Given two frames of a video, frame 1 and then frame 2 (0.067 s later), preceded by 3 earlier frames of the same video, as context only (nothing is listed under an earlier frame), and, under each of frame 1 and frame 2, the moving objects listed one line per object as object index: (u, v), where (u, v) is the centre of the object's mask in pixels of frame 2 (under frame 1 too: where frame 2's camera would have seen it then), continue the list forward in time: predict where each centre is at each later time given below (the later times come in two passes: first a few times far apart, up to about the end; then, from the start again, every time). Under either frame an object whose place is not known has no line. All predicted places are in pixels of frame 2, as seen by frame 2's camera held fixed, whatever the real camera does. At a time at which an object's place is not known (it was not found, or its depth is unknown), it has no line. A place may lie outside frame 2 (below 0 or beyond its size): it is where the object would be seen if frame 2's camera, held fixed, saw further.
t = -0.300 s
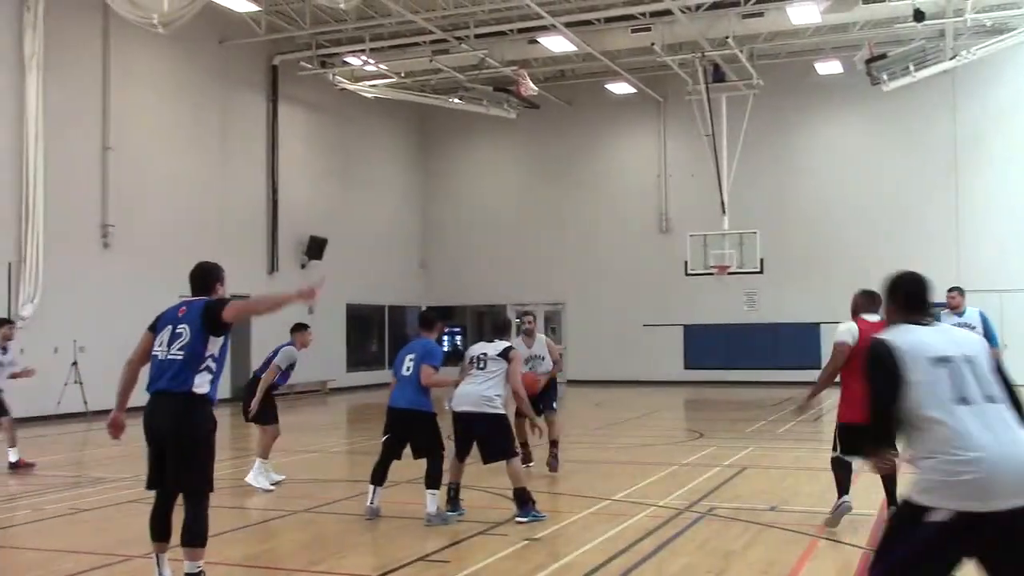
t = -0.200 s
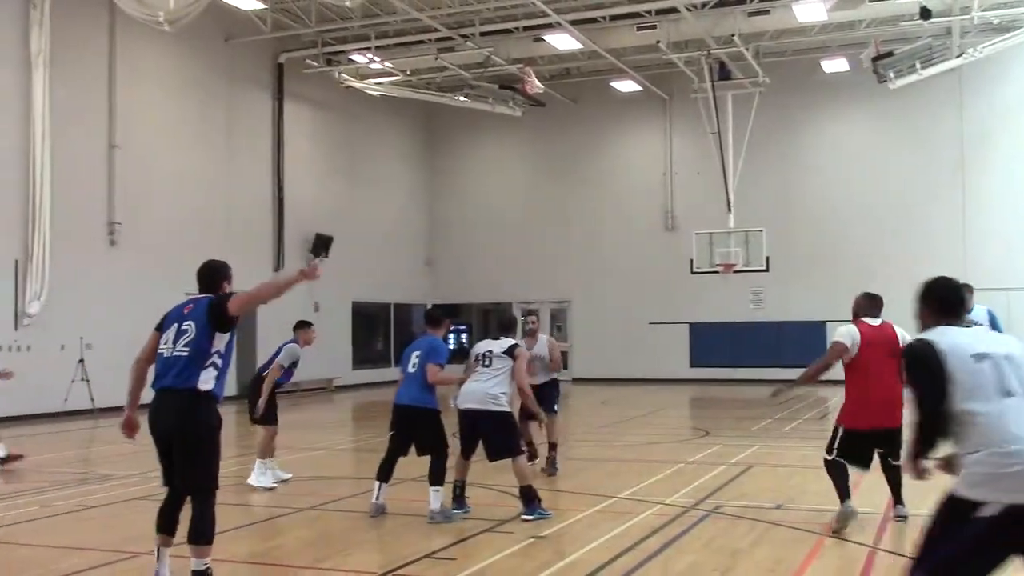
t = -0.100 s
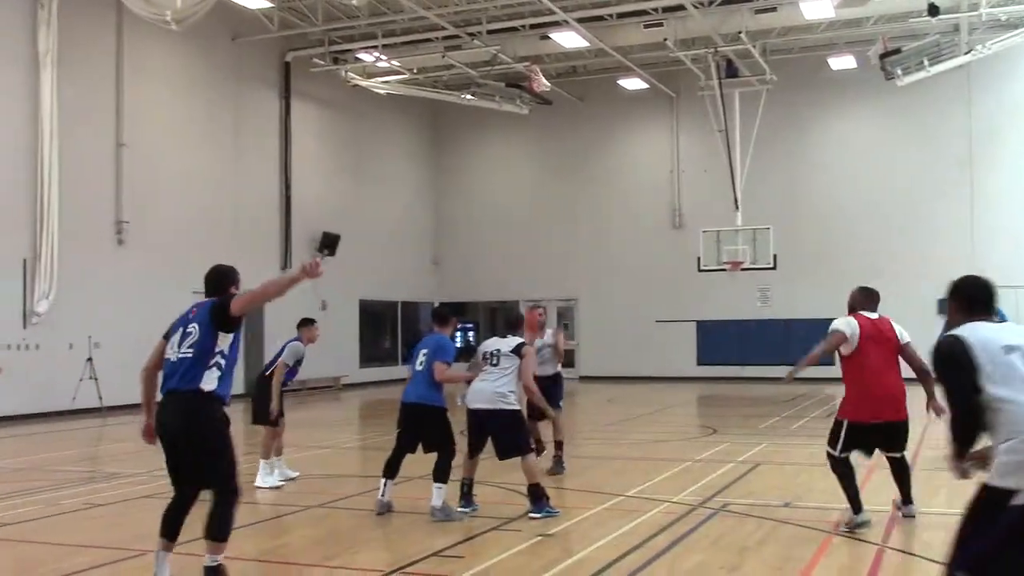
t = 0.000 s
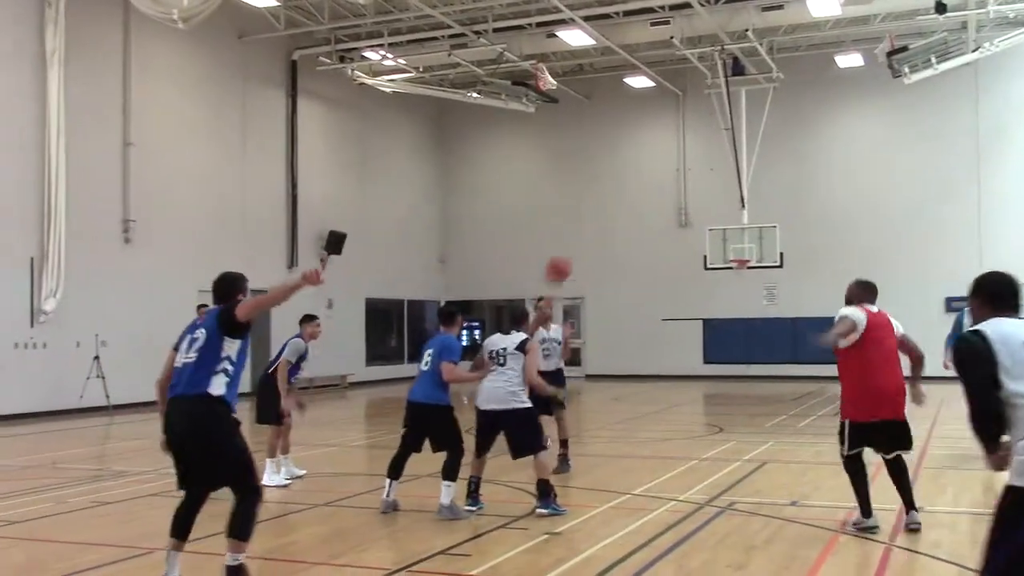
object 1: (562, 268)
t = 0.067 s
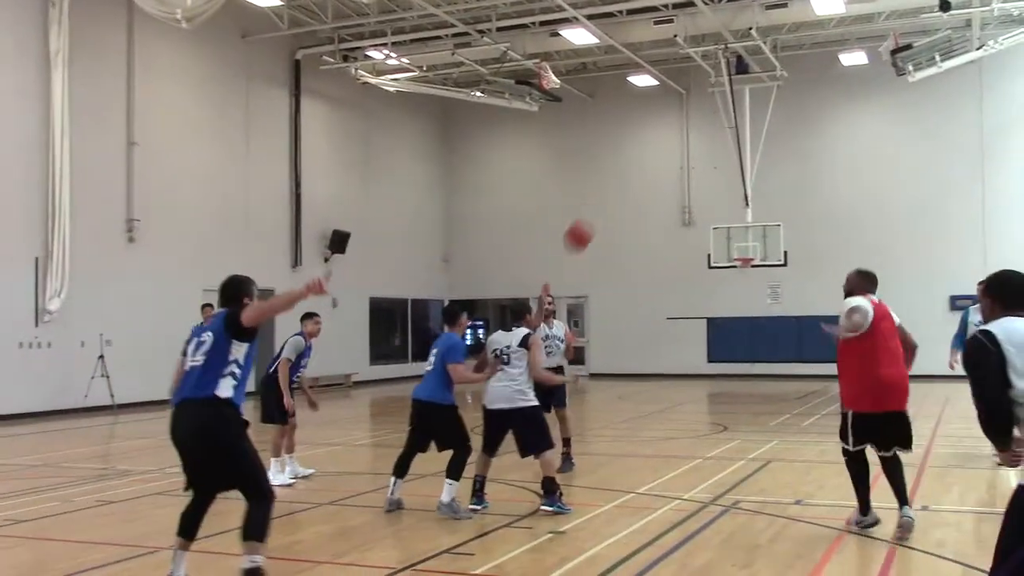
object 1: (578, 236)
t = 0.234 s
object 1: (630, 161)
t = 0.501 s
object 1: (762, 67)
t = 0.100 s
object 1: (587, 220)
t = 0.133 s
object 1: (597, 206)
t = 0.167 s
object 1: (608, 190)
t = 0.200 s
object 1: (619, 174)
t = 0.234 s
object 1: (630, 161)
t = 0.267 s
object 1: (643, 147)
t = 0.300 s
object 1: (655, 134)
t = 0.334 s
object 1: (669, 121)
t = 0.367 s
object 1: (686, 108)
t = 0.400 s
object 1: (701, 97)
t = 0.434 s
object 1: (717, 88)
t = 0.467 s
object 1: (740, 76)
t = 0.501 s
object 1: (762, 67)
